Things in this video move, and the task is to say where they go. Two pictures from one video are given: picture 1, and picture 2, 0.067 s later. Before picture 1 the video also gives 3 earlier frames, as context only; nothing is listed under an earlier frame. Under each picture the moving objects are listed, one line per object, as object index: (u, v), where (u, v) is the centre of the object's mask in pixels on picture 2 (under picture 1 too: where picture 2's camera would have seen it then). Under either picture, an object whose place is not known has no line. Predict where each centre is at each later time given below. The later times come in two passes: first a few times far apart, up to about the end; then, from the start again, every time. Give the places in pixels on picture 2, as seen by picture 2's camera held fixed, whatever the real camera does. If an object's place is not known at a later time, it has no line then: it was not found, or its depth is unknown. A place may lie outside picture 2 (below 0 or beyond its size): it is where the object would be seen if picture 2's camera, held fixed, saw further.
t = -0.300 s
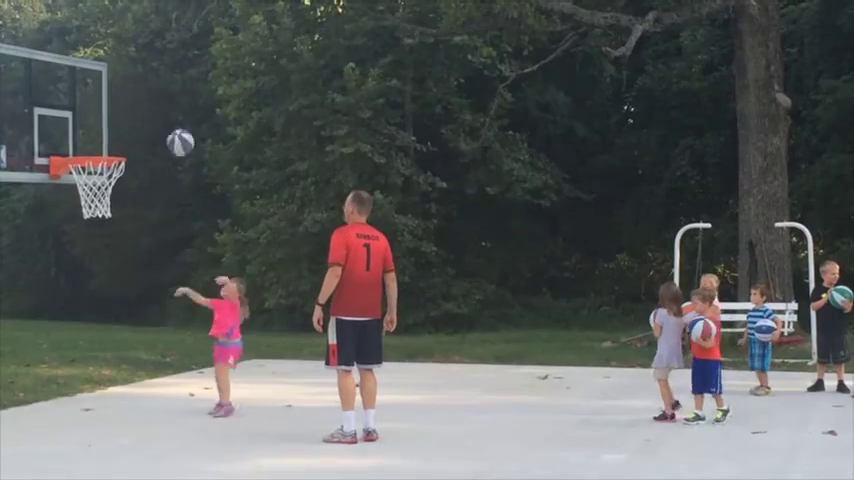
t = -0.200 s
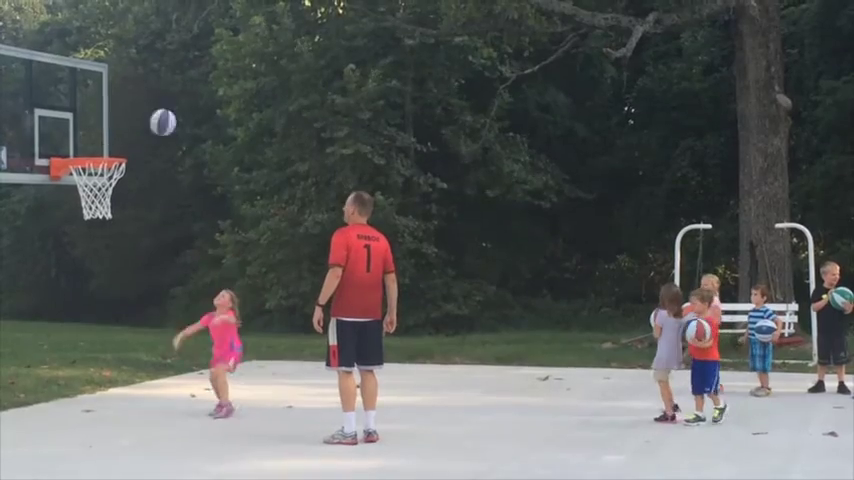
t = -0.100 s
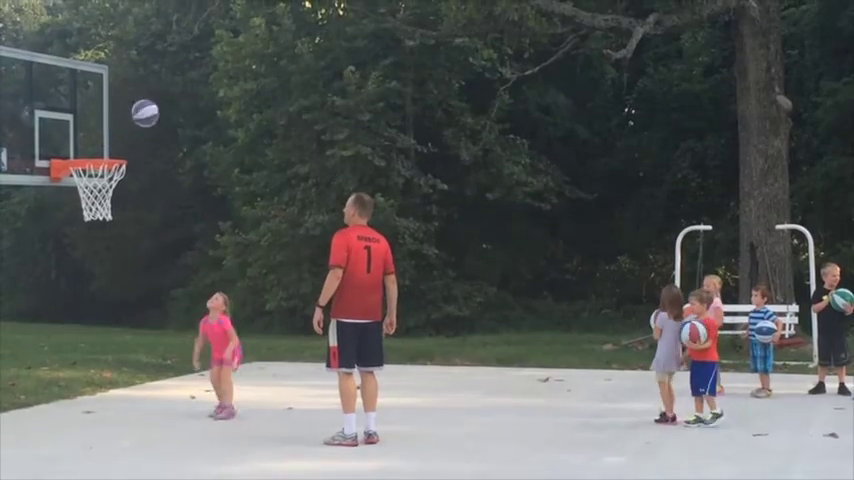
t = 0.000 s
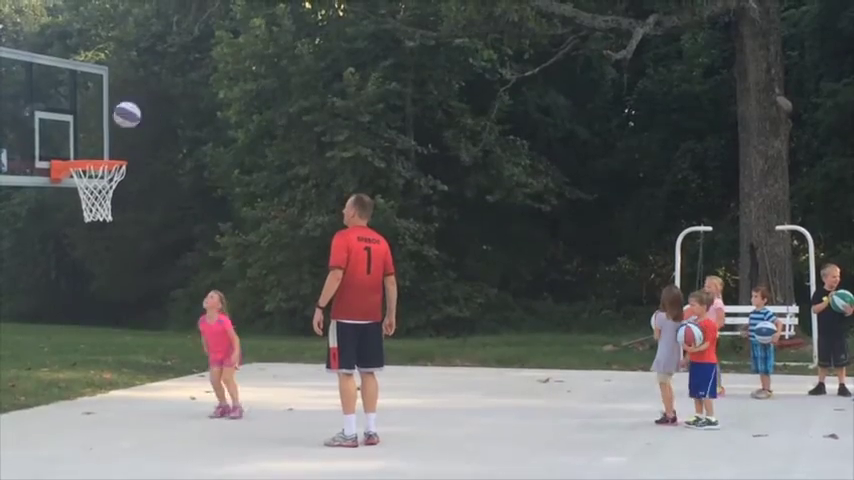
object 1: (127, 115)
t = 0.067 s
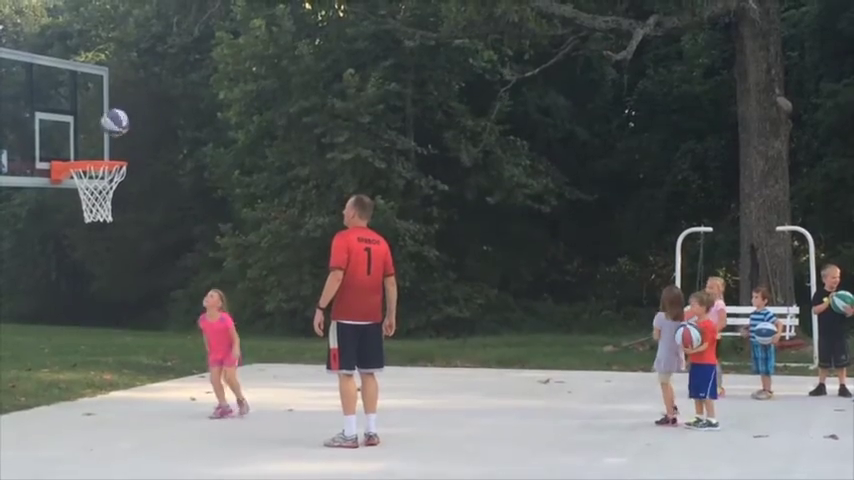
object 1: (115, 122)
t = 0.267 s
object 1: (86, 136)
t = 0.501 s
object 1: (78, 121)
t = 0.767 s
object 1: (94, 147)
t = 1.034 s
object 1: (96, 158)
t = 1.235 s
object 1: (88, 193)
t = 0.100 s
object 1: (109, 128)
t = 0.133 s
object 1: (103, 134)
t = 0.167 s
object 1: (96, 142)
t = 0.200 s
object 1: (91, 148)
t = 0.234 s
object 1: (89, 143)
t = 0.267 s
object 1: (86, 136)
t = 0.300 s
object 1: (83, 131)
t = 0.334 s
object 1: (82, 125)
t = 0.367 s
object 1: (79, 121)
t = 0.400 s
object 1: (76, 119)
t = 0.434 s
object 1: (75, 119)
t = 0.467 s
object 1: (76, 119)
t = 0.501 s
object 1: (78, 121)
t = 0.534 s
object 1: (80, 124)
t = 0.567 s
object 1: (82, 127)
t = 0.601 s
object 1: (83, 132)
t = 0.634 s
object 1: (85, 139)
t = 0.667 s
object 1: (86, 146)
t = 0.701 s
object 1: (87, 148)
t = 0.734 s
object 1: (91, 148)
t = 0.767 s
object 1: (94, 147)
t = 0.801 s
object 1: (97, 148)
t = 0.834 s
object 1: (100, 150)
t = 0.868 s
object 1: (102, 151)
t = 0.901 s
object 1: (103, 152)
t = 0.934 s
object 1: (101, 152)
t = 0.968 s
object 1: (99, 153)
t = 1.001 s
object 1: (97, 153)
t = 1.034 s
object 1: (96, 158)
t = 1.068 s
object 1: (94, 163)
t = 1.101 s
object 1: (92, 172)
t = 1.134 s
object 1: (90, 173)
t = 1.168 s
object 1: (89, 178)
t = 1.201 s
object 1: (89, 187)
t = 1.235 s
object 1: (88, 193)
